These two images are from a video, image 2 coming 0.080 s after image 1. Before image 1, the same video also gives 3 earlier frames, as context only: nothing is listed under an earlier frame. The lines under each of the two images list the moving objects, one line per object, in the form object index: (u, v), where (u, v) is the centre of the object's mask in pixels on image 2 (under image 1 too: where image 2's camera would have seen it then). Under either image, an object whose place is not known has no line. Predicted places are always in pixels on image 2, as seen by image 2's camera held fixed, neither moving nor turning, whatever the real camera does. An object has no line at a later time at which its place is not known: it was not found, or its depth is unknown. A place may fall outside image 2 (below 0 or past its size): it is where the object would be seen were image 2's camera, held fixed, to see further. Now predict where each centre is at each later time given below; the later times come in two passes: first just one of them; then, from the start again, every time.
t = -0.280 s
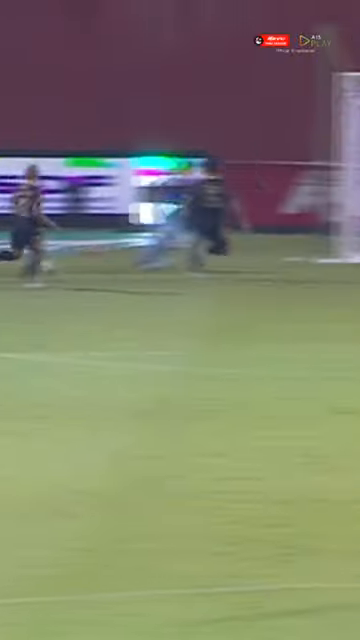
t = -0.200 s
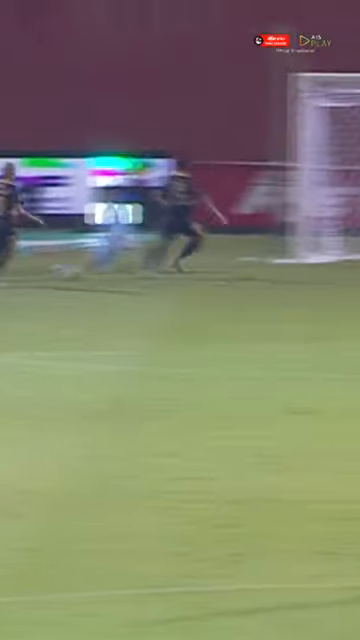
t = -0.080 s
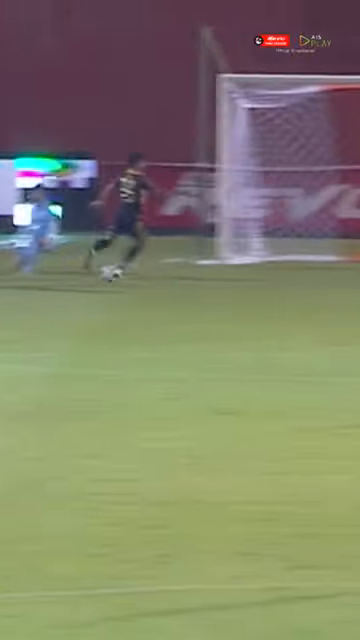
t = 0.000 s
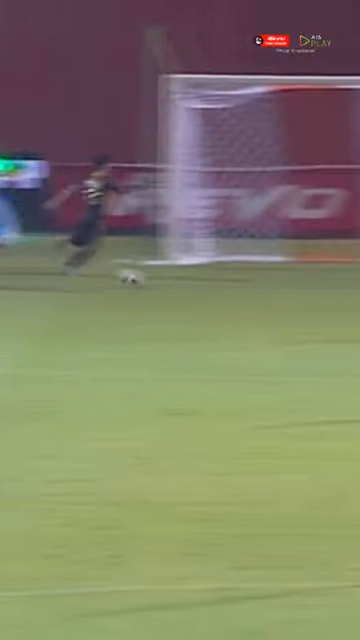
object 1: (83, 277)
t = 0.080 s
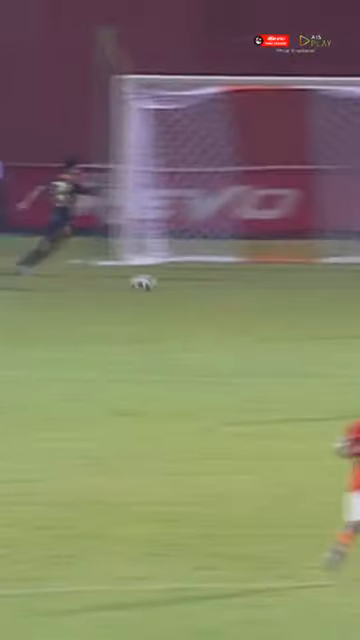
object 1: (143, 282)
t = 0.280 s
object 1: (306, 289)
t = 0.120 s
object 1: (180, 284)
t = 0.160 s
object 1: (217, 285)
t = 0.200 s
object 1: (236, 287)
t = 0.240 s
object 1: (271, 289)
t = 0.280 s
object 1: (306, 289)
